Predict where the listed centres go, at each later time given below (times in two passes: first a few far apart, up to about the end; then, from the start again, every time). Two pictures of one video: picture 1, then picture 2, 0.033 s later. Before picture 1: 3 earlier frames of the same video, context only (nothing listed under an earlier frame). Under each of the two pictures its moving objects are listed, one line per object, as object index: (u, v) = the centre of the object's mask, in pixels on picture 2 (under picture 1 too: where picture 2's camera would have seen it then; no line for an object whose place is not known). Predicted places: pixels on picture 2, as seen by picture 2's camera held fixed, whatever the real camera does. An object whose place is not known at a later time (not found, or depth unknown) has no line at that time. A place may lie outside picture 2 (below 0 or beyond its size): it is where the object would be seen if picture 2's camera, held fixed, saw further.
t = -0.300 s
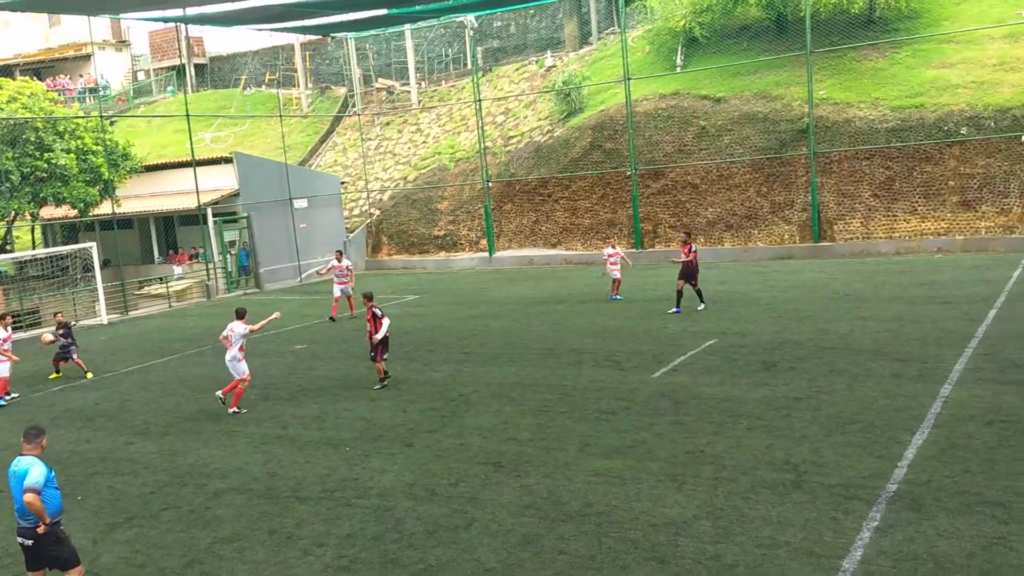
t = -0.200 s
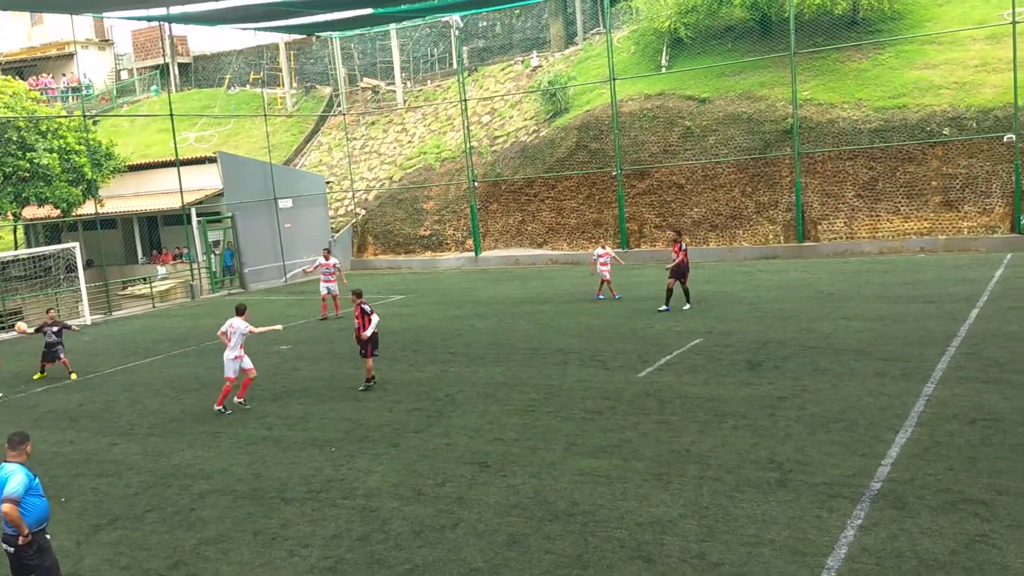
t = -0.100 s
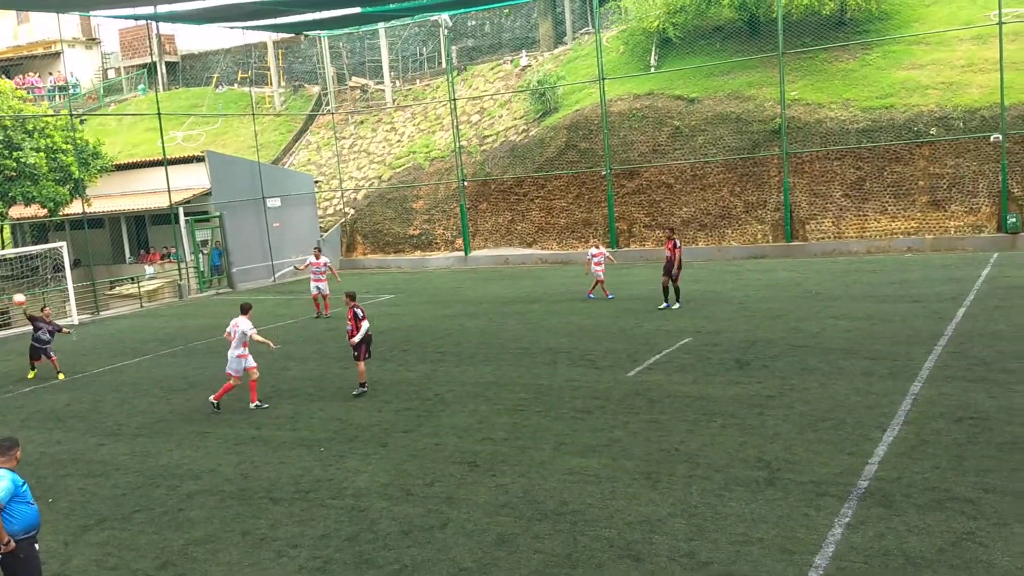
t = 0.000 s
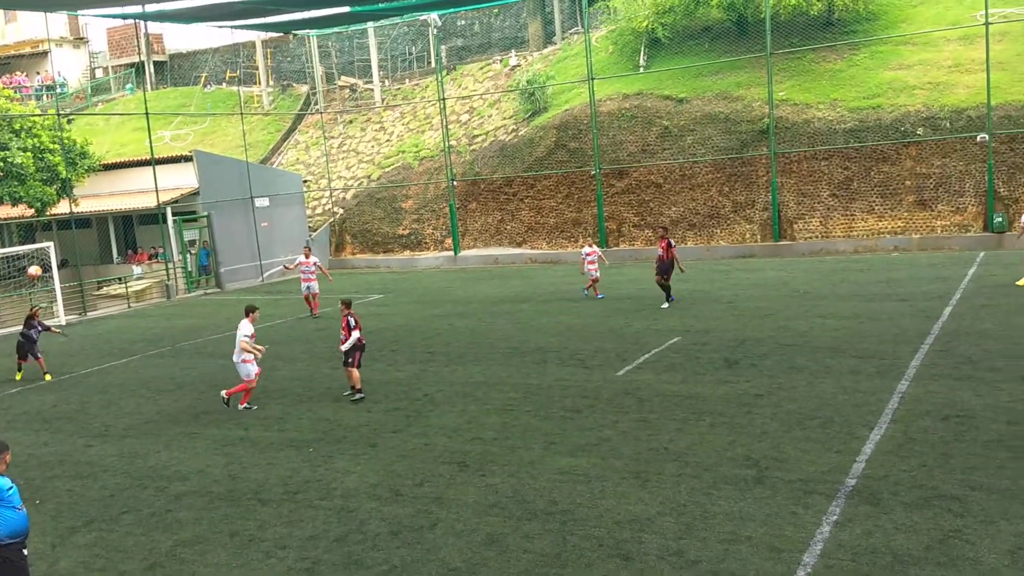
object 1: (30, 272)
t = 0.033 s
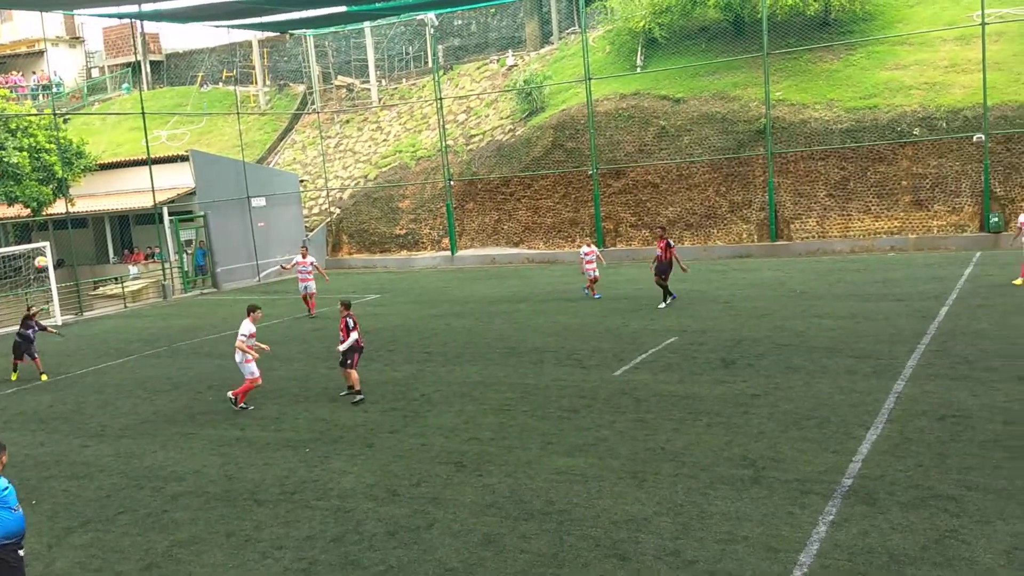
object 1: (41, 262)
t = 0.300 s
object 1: (139, 205)
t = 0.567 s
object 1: (264, 176)
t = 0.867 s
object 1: (458, 204)
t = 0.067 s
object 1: (53, 254)
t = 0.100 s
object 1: (63, 245)
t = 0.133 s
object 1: (75, 237)
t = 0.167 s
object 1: (87, 230)
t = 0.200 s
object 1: (99, 222)
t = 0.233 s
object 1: (112, 216)
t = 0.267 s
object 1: (125, 212)
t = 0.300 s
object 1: (139, 205)
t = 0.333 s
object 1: (153, 199)
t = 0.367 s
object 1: (167, 194)
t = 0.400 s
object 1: (183, 189)
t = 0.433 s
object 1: (198, 184)
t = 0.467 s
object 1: (213, 181)
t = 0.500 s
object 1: (229, 178)
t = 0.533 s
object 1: (246, 177)
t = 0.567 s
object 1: (264, 176)
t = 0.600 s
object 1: (282, 176)
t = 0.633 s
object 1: (301, 176)
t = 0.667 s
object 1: (320, 177)
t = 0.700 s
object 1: (341, 178)
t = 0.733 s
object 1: (363, 182)
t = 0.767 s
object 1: (384, 185)
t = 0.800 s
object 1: (407, 190)
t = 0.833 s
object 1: (433, 197)
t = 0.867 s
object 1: (458, 204)
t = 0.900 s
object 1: (484, 213)
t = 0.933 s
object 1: (511, 222)
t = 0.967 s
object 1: (540, 233)
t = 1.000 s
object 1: (570, 245)
